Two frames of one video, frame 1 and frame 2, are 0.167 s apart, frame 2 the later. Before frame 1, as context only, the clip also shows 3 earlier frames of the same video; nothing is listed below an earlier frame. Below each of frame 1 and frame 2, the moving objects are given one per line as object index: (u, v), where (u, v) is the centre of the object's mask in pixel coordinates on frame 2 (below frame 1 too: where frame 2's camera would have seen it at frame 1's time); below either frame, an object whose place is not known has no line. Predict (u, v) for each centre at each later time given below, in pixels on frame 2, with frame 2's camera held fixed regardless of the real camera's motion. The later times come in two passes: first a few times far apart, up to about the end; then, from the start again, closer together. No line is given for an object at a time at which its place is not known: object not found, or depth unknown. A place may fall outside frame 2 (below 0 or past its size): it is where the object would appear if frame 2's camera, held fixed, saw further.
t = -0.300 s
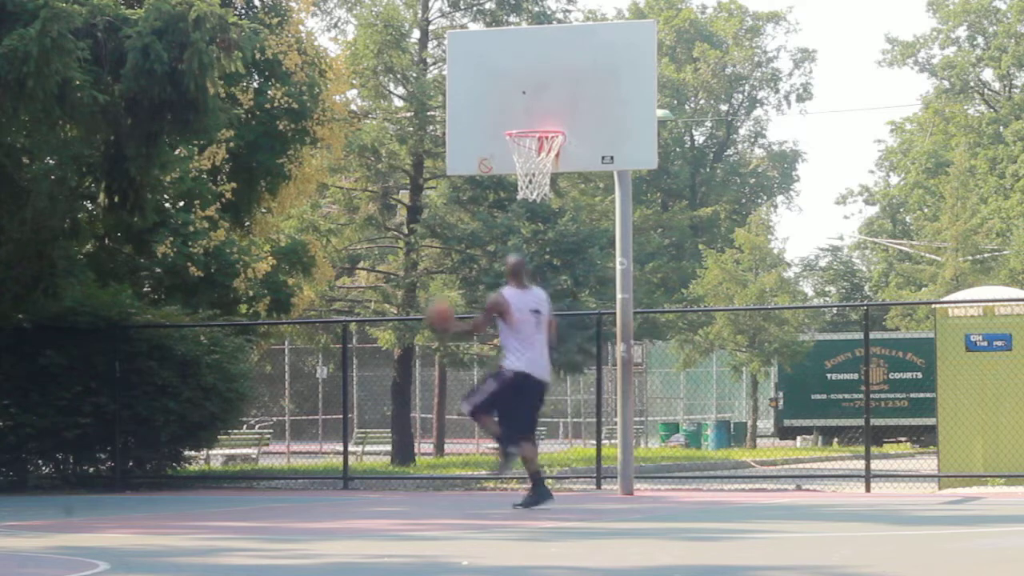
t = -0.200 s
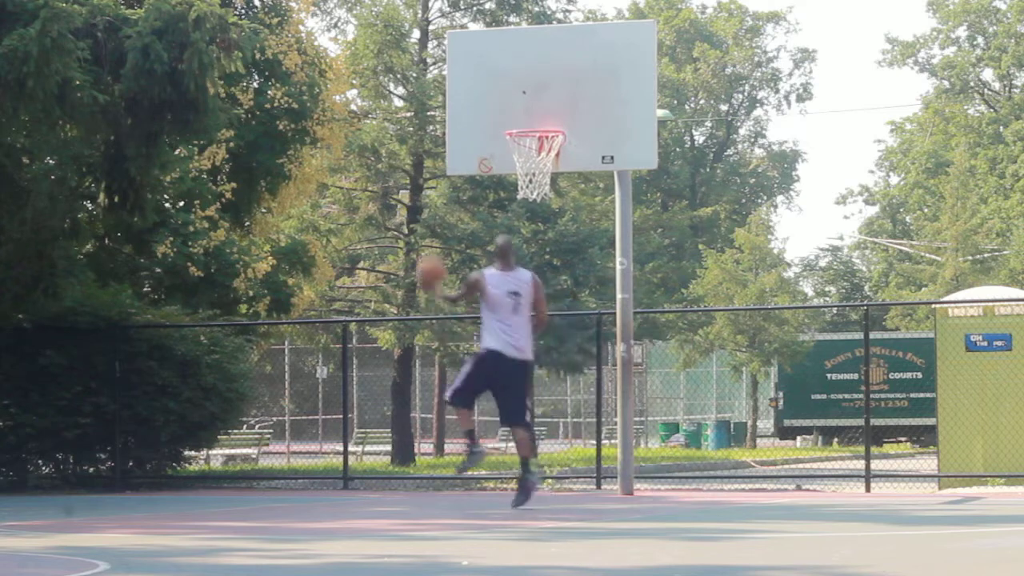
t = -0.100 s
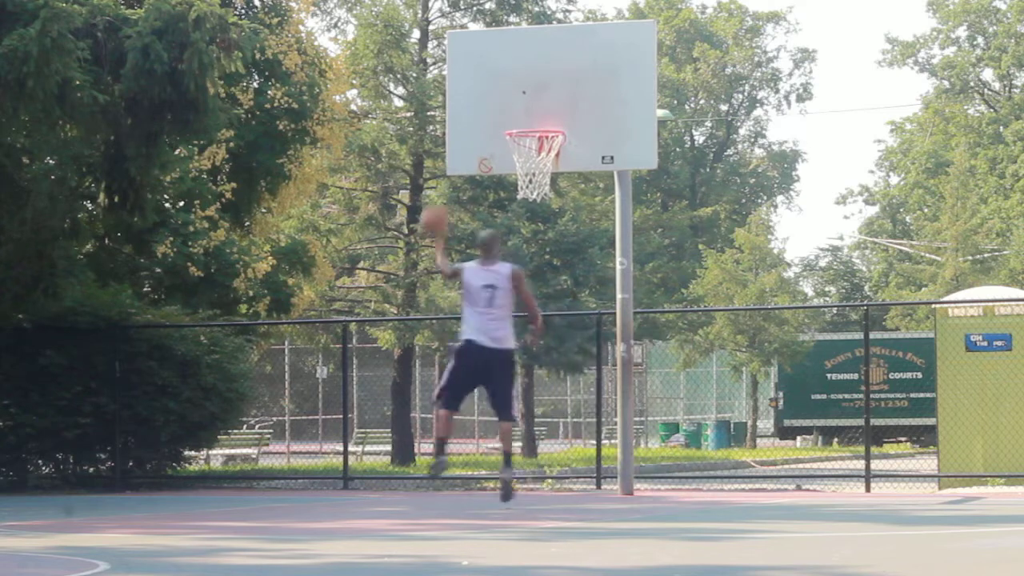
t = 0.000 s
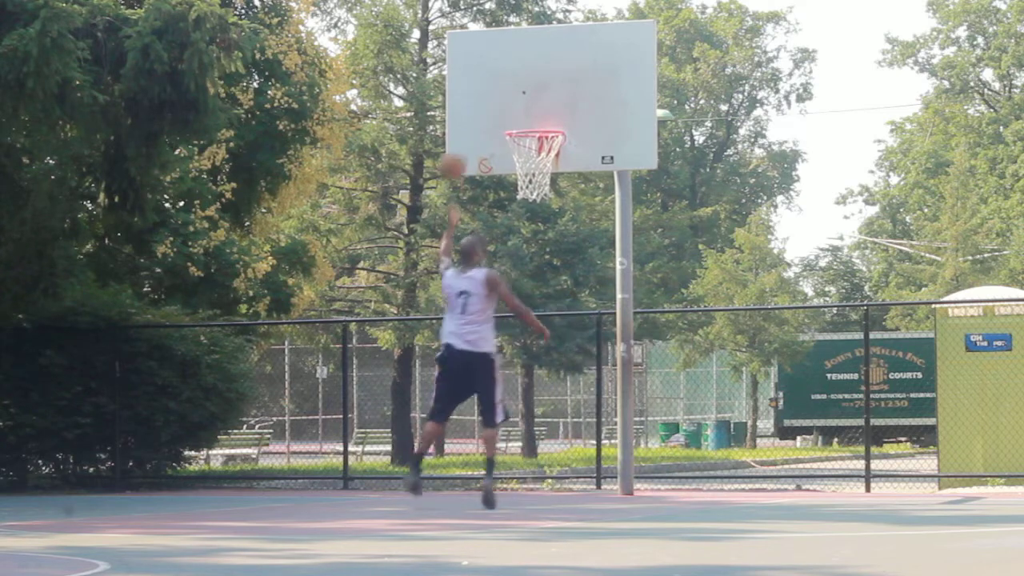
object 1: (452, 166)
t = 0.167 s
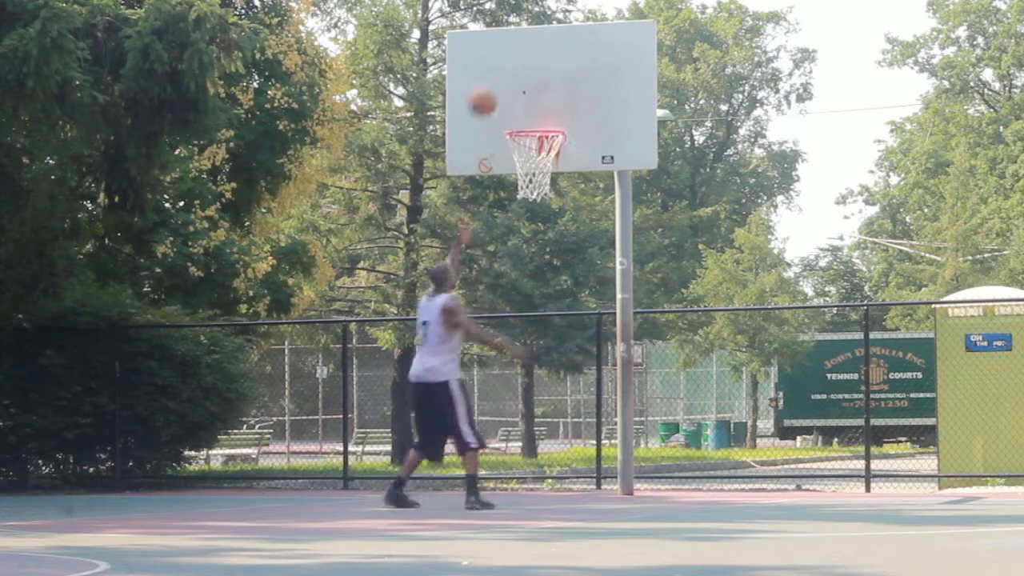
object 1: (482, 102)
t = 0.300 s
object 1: (505, 74)
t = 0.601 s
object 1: (557, 89)
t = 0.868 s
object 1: (584, 112)
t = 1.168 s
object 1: (624, 157)
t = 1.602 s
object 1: (683, 433)
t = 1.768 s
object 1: (699, 424)
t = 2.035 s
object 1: (714, 293)
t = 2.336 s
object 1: (733, 250)
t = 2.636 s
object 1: (757, 316)
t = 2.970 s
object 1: (781, 462)
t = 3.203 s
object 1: (797, 361)
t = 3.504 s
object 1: (816, 328)
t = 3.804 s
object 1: (835, 411)
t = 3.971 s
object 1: (846, 482)
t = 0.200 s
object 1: (489, 92)
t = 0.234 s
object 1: (494, 84)
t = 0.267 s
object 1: (499, 79)
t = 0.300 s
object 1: (505, 74)
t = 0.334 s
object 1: (511, 70)
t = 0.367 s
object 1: (517, 68)
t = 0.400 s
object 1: (522, 67)
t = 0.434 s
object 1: (528, 68)
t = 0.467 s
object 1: (534, 69)
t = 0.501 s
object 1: (539, 72)
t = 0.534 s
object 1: (545, 77)
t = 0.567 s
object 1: (551, 82)
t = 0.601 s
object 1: (557, 89)
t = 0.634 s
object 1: (562, 97)
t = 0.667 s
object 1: (565, 103)
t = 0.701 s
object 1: (566, 108)
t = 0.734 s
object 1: (569, 116)
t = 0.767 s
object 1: (572, 119)
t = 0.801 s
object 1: (576, 115)
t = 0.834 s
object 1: (580, 113)
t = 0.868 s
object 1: (584, 112)
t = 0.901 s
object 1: (589, 111)
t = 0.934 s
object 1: (593, 113)
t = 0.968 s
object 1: (597, 115)
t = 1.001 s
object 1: (601, 118)
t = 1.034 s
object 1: (606, 123)
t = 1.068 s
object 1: (610, 130)
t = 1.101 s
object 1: (615, 138)
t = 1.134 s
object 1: (619, 146)
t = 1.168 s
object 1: (624, 157)
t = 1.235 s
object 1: (633, 183)
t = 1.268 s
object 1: (637, 195)
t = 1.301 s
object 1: (642, 214)
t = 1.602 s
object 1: (683, 433)
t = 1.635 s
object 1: (688, 460)
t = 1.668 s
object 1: (691, 484)
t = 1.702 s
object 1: (693, 469)
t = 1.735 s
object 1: (696, 446)
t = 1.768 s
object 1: (699, 424)
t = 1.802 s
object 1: (700, 401)
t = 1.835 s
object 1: (702, 381)
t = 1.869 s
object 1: (702, 362)
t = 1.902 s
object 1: (704, 346)
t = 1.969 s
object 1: (709, 318)
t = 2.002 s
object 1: (712, 305)
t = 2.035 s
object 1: (714, 293)
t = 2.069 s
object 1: (716, 284)
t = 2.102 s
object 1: (719, 274)
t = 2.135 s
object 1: (721, 266)
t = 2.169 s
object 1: (724, 261)
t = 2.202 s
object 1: (726, 256)
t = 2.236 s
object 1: (728, 253)
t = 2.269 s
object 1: (730, 251)
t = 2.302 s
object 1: (732, 250)
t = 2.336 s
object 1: (733, 250)
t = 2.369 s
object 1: (738, 252)
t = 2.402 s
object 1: (740, 255)
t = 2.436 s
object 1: (742, 259)
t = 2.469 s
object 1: (744, 265)
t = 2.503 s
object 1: (747, 272)
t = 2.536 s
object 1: (750, 280)
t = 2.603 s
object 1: (754, 303)
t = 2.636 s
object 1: (757, 316)
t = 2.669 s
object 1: (759, 329)
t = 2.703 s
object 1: (763, 345)
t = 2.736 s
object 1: (765, 363)
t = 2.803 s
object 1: (770, 405)
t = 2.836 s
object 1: (773, 426)
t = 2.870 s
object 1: (778, 449)
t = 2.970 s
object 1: (781, 462)
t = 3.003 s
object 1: (783, 442)
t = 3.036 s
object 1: (786, 425)
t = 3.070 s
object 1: (789, 409)
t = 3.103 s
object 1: (791, 396)
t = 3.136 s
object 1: (793, 383)
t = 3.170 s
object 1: (795, 371)
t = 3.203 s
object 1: (797, 361)
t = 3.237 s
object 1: (800, 352)
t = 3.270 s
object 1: (802, 344)
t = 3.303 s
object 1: (804, 337)
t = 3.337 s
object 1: (804, 333)
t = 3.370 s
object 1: (806, 329)
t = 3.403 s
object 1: (808, 327)
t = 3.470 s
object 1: (814, 326)
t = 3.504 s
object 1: (816, 328)
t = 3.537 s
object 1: (818, 331)
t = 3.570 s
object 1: (820, 336)
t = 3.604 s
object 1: (822, 342)
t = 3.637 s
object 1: (824, 351)
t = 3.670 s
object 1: (827, 358)
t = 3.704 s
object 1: (829, 371)
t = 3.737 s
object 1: (831, 382)
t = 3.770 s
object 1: (833, 397)
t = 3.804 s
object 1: (835, 411)
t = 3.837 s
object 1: (838, 428)
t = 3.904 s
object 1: (844, 470)
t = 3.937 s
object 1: (845, 489)
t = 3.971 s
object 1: (846, 482)
